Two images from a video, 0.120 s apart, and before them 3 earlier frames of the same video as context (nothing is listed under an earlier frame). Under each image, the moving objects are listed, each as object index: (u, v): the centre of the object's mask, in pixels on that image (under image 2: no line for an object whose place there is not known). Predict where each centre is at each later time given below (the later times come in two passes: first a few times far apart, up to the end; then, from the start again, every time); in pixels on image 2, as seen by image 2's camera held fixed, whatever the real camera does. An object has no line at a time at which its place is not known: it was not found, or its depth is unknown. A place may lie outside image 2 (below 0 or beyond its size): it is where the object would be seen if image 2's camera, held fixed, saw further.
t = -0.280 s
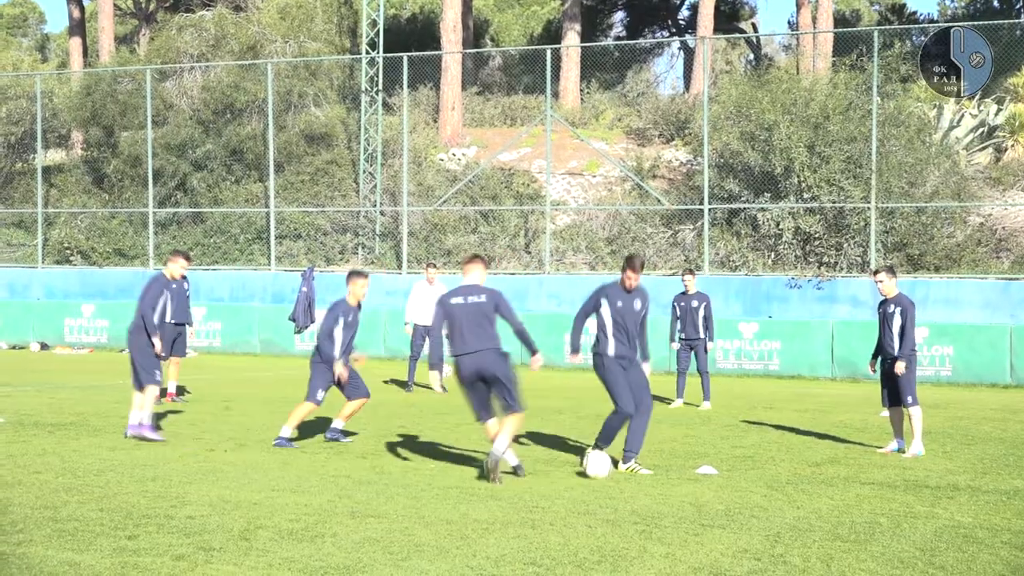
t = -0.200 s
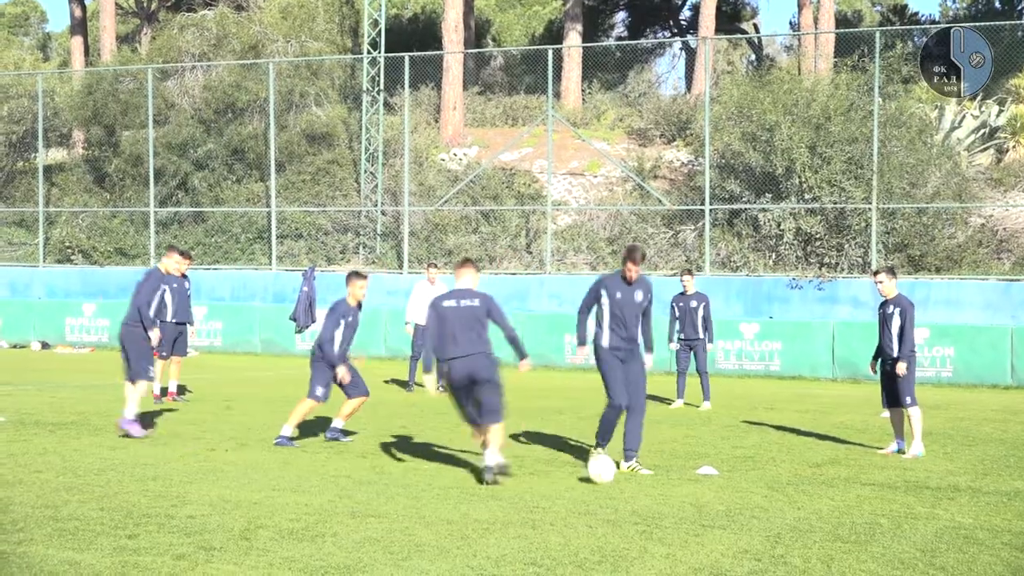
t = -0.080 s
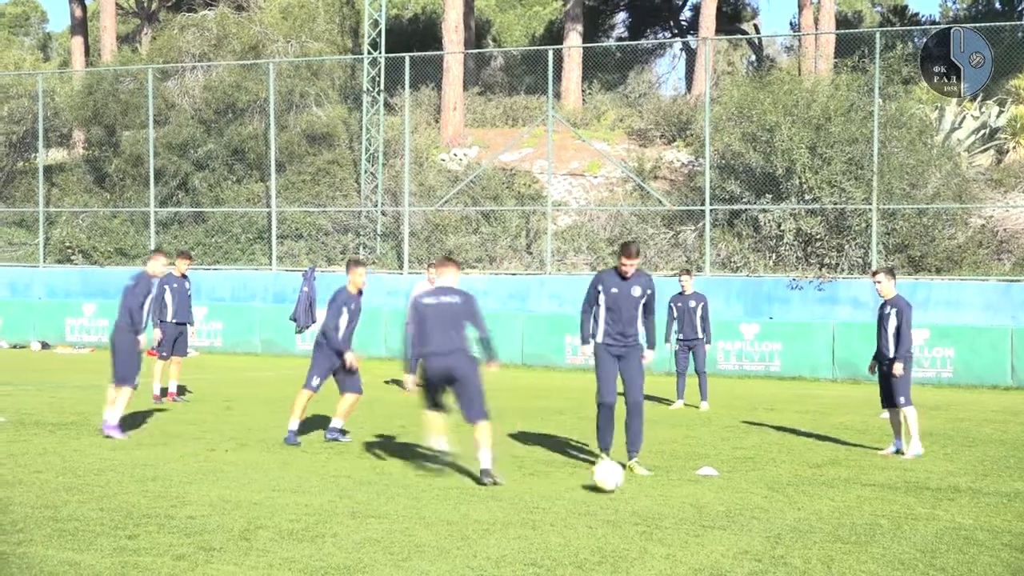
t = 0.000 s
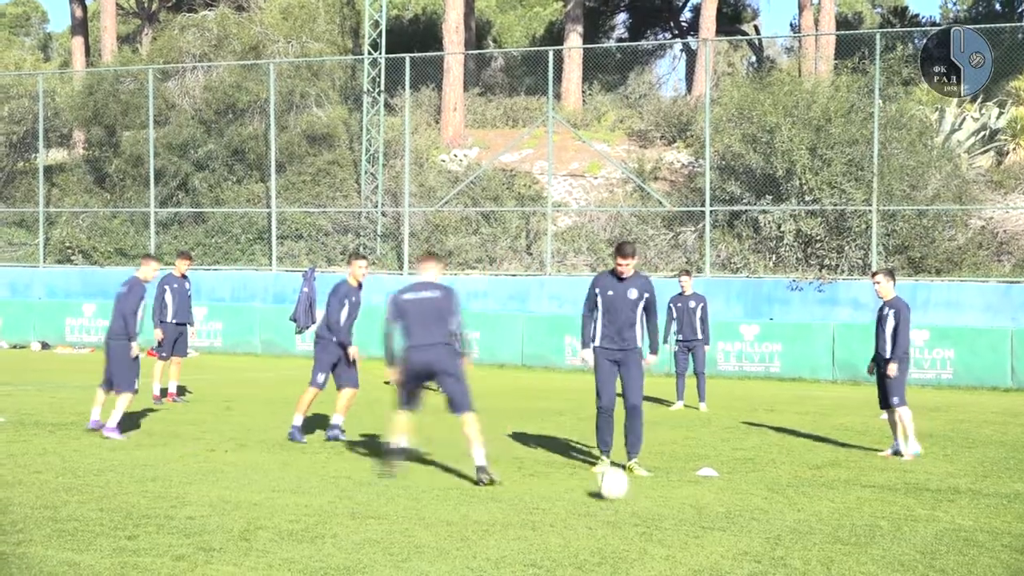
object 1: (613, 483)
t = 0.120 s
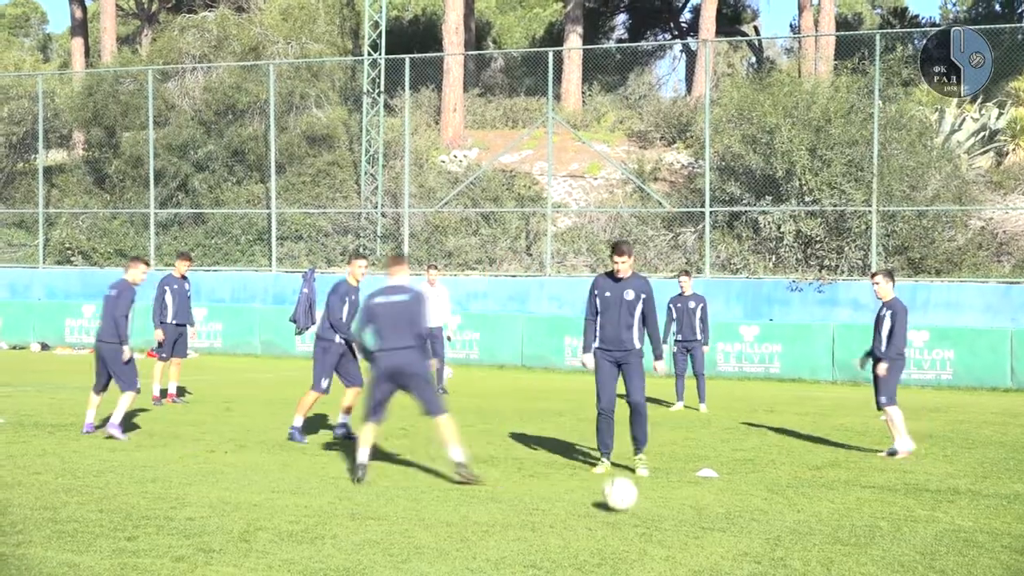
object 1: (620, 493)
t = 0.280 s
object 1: (631, 508)
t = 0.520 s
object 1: (648, 529)
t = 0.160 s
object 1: (623, 498)
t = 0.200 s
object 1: (626, 502)
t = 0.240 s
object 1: (629, 504)
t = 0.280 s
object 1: (631, 508)
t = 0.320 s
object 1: (634, 513)
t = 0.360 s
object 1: (637, 514)
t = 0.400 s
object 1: (640, 517)
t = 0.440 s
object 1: (643, 522)
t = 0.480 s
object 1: (646, 527)
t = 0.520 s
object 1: (648, 529)
